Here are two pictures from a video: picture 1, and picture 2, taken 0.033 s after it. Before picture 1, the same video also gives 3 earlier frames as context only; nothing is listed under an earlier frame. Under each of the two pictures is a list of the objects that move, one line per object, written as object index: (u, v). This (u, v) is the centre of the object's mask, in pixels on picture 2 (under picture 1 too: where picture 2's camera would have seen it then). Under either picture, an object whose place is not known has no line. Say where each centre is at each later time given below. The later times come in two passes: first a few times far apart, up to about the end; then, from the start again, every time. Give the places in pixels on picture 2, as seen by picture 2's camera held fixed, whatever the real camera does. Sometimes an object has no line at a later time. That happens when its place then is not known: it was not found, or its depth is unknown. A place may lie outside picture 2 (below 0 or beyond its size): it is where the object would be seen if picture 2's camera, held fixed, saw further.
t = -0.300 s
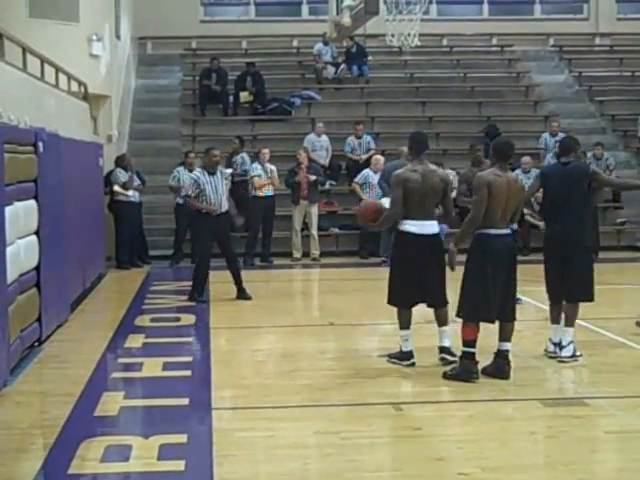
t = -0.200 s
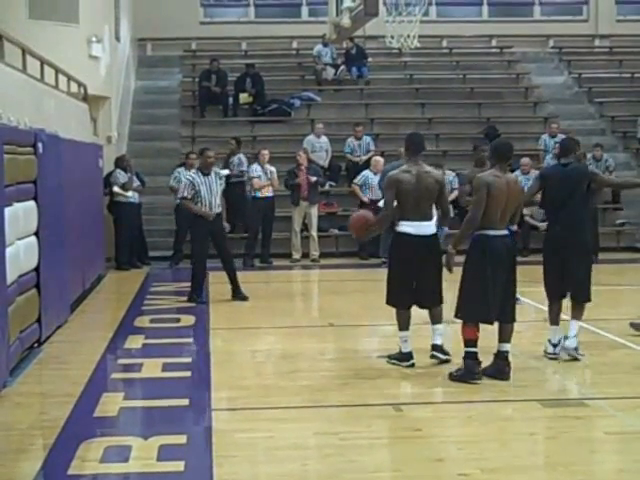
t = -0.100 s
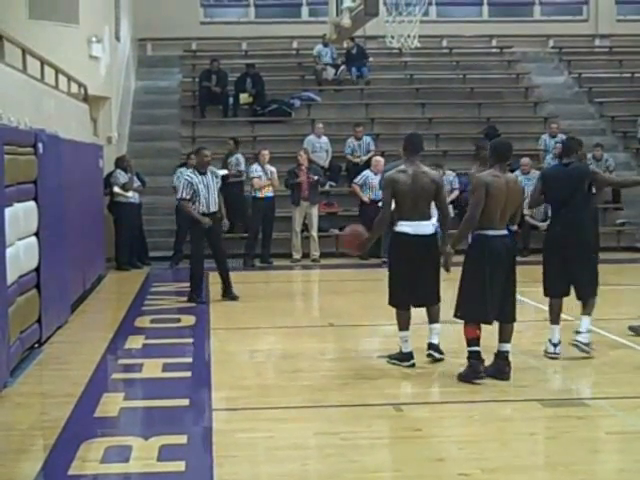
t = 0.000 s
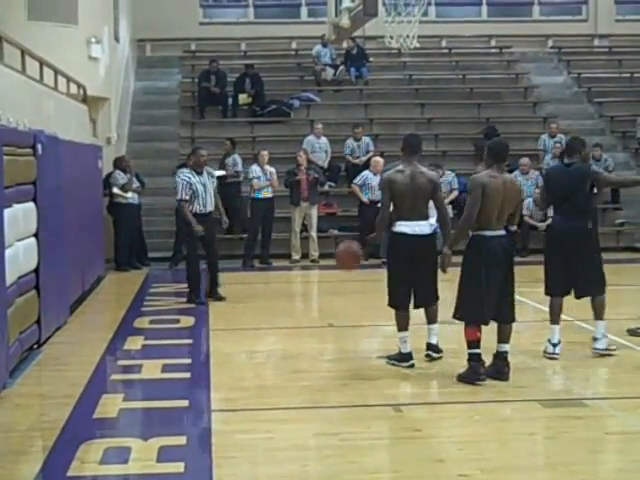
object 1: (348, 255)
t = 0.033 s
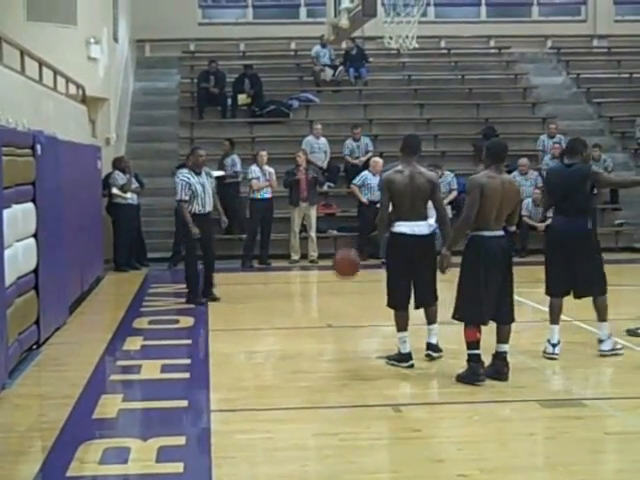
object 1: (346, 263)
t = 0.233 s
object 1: (337, 335)
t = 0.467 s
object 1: (311, 277)
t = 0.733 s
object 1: (282, 274)
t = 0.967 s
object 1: (260, 324)
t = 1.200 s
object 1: (235, 284)
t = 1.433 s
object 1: (214, 297)
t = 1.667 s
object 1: (193, 301)
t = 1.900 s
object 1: (170, 296)
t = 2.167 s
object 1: (147, 300)
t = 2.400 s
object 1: (128, 306)
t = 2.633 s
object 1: (108, 301)
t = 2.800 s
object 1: (95, 312)
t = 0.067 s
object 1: (345, 272)
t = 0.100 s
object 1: (343, 283)
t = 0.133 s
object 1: (342, 293)
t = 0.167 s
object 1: (340, 305)
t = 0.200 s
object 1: (339, 319)
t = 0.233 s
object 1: (337, 335)
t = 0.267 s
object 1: (333, 328)
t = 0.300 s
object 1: (330, 317)
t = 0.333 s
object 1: (326, 307)
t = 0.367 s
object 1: (322, 297)
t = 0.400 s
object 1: (318, 289)
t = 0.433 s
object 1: (314, 283)
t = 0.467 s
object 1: (311, 277)
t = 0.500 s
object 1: (307, 272)
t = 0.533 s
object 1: (304, 269)
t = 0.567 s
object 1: (300, 267)
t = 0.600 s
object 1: (297, 266)
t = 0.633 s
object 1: (293, 266)
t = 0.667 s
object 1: (289, 268)
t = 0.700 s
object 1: (286, 271)
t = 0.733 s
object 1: (282, 274)
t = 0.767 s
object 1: (279, 280)
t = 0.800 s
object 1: (276, 286)
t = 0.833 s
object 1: (272, 294)
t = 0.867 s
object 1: (269, 303)
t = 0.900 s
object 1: (266, 311)
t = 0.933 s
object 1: (263, 323)
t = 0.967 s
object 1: (260, 324)
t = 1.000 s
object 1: (256, 316)
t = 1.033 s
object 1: (252, 308)
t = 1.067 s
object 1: (249, 300)
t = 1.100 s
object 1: (245, 295)
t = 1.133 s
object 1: (242, 291)
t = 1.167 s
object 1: (239, 287)
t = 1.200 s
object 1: (235, 284)
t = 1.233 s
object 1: (233, 282)
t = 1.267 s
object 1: (229, 282)
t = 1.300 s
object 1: (226, 283)
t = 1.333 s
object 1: (223, 285)
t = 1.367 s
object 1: (219, 289)
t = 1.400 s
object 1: (217, 292)
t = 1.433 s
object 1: (214, 297)
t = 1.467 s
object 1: (211, 304)
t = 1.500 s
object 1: (208, 311)
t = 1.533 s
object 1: (203, 321)
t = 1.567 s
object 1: (201, 318)
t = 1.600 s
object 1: (198, 310)
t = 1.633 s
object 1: (195, 305)
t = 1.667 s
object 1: (193, 301)
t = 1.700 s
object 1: (188, 296)
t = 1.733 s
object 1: (186, 293)
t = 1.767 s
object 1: (183, 292)
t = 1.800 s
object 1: (179, 291)
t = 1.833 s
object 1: (176, 291)
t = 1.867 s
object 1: (173, 293)
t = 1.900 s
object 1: (170, 296)
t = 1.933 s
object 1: (167, 301)
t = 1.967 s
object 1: (165, 304)
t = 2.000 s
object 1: (162, 313)
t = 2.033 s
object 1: (158, 318)
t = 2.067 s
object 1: (156, 313)
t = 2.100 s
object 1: (154, 307)
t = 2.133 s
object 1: (150, 303)
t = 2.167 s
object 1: (147, 300)
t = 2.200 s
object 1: (145, 298)
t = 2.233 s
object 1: (142, 297)
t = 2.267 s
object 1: (139, 297)
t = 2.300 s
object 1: (136, 297)
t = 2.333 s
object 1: (134, 299)
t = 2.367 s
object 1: (131, 302)
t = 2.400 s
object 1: (128, 306)
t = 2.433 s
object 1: (125, 312)
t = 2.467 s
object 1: (123, 313)
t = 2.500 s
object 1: (120, 309)
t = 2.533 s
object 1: (117, 305)
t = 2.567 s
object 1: (114, 303)
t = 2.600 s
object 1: (111, 301)
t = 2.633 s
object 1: (108, 301)
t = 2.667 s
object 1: (105, 302)
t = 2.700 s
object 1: (103, 303)
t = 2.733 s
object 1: (100, 306)
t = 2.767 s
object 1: (97, 310)
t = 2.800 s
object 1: (95, 312)
